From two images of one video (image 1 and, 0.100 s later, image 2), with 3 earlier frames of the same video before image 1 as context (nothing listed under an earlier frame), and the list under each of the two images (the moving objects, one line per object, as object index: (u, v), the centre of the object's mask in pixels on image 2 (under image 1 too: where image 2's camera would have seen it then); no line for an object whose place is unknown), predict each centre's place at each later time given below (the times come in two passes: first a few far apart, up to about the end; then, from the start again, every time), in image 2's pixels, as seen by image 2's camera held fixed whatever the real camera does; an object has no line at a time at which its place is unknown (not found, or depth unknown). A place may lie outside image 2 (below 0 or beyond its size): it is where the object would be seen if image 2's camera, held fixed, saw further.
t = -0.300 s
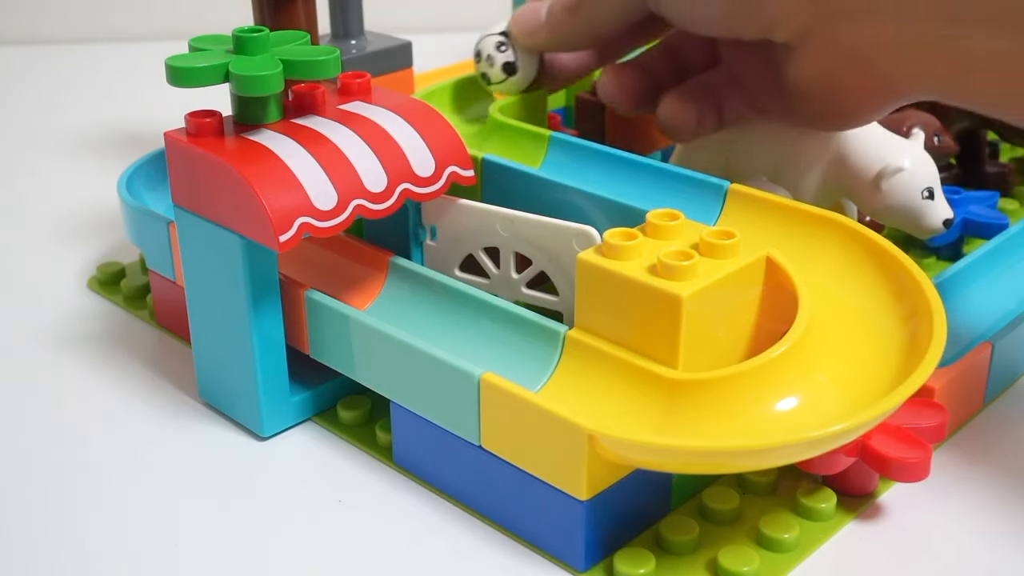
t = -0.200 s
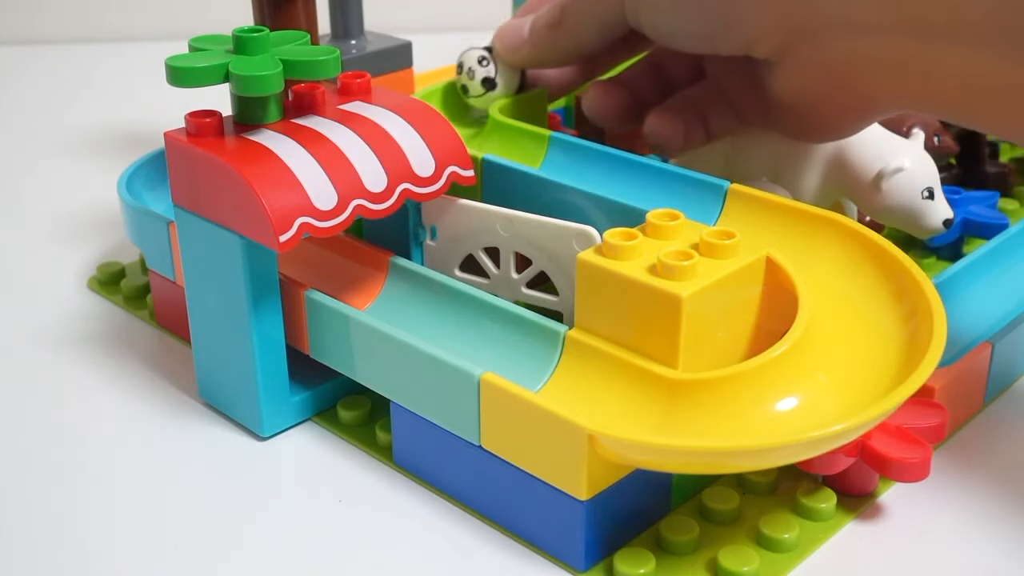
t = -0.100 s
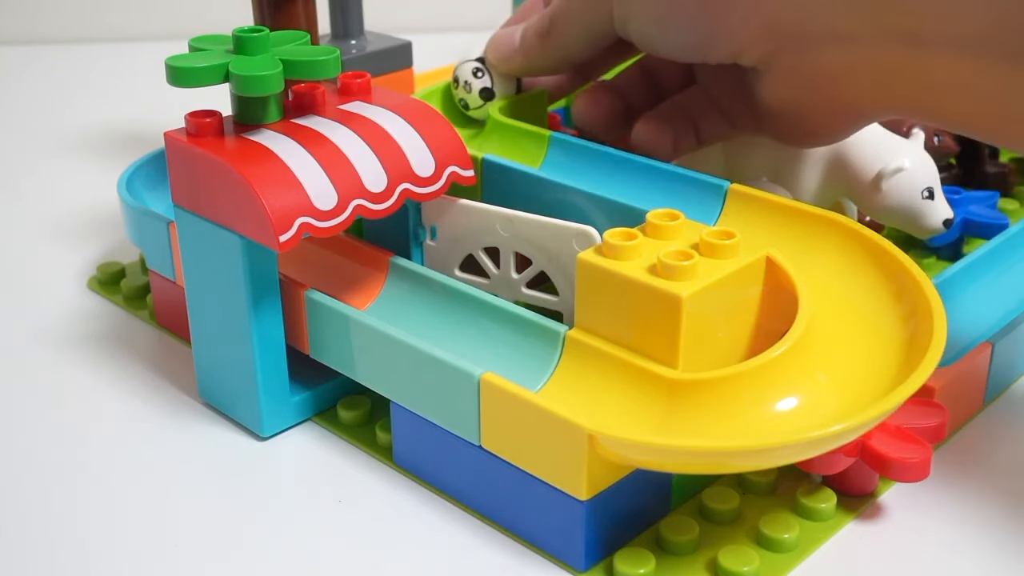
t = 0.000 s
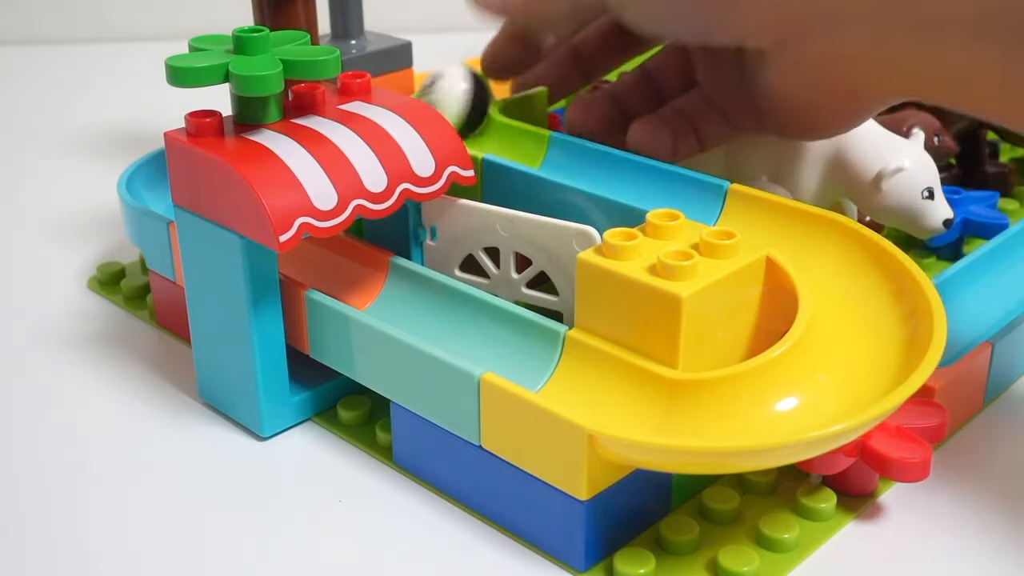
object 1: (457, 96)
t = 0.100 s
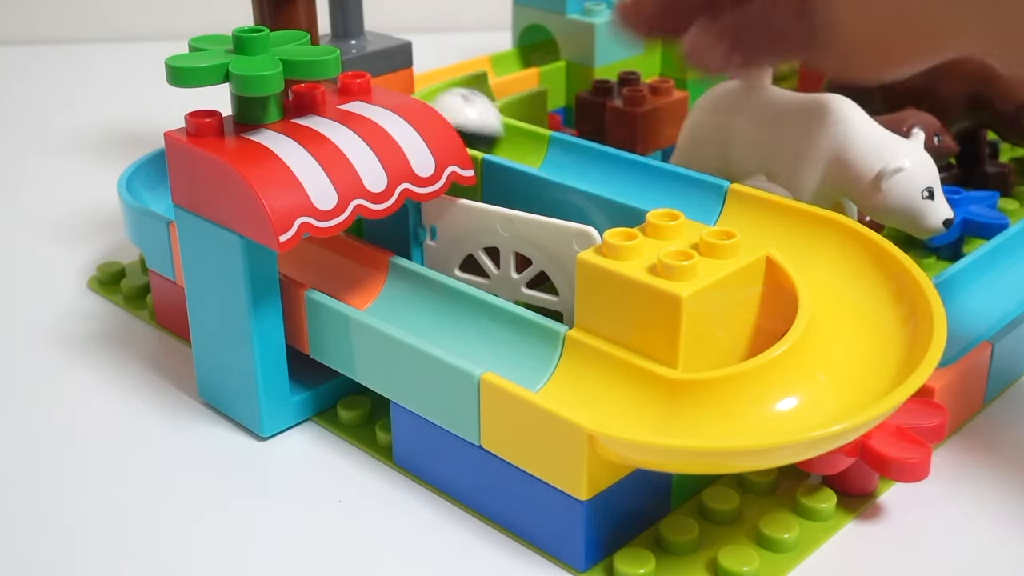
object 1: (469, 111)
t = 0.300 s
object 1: (579, 148)
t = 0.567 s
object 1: (750, 205)
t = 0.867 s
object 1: (814, 376)
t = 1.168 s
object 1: (401, 292)
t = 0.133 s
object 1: (487, 125)
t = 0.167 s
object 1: (504, 130)
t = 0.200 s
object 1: (522, 137)
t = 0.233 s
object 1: (540, 142)
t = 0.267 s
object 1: (559, 147)
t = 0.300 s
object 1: (579, 148)
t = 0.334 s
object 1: (598, 154)
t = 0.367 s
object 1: (623, 166)
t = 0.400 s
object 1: (643, 172)
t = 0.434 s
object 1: (668, 179)
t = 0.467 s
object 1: (688, 187)
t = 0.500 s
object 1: (707, 193)
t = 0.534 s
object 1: (728, 199)
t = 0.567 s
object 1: (750, 205)
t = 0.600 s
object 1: (773, 213)
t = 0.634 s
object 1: (794, 217)
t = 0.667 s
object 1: (822, 232)
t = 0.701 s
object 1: (842, 254)
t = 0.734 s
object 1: (861, 277)
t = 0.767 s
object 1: (872, 305)
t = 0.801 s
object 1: (871, 334)
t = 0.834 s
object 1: (850, 357)
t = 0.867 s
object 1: (814, 376)
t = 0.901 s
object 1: (753, 392)
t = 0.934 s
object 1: (682, 397)
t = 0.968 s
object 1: (631, 389)
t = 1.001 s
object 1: (592, 373)
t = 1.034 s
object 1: (546, 352)
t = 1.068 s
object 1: (508, 329)
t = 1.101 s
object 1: (464, 309)
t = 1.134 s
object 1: (434, 303)
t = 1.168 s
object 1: (401, 292)
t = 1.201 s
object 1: (371, 276)
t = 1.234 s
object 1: (342, 266)
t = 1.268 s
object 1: (324, 252)
